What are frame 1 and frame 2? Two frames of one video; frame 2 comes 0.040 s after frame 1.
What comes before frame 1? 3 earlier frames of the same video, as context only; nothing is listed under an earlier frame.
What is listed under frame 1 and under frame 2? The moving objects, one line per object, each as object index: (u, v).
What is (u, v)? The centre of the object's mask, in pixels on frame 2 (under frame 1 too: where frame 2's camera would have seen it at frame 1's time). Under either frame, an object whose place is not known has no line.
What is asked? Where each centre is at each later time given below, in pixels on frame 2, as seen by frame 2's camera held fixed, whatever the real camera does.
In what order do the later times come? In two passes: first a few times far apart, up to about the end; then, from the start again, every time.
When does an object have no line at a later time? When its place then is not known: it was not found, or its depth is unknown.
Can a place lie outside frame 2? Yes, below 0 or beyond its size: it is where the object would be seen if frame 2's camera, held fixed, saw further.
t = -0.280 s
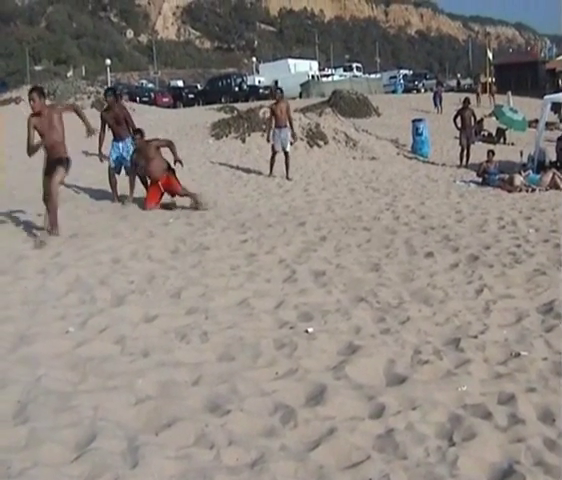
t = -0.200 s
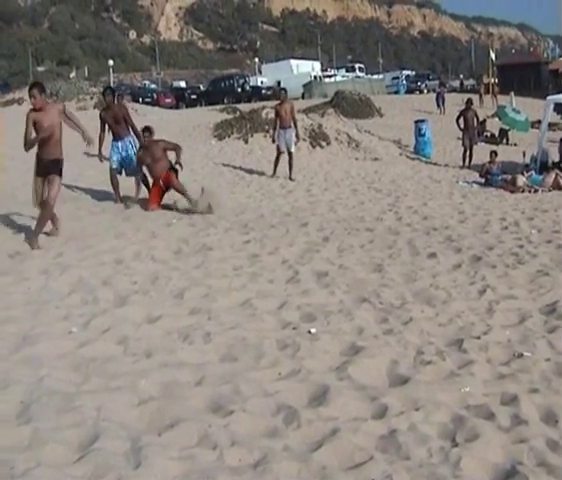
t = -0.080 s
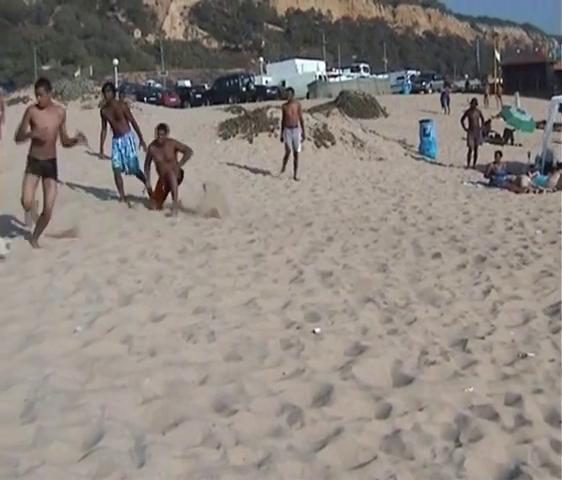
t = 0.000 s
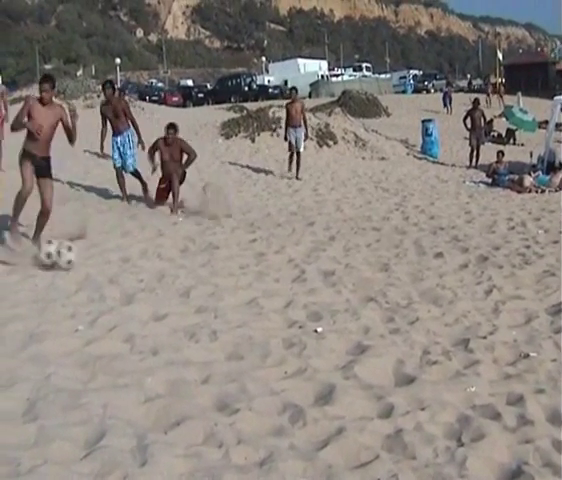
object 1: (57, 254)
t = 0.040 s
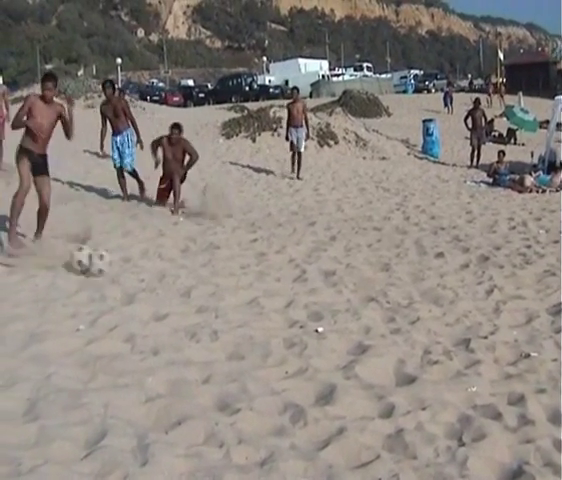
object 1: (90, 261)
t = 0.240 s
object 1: (237, 284)
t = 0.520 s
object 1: (407, 294)
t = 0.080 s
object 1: (123, 267)
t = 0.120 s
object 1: (151, 270)
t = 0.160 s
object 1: (180, 273)
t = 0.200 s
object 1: (209, 279)
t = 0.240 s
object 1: (237, 284)
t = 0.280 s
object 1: (263, 289)
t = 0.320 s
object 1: (291, 294)
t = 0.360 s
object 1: (322, 298)
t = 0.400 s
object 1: (339, 296)
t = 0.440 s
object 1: (361, 291)
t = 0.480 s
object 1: (385, 291)
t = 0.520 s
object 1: (407, 294)
